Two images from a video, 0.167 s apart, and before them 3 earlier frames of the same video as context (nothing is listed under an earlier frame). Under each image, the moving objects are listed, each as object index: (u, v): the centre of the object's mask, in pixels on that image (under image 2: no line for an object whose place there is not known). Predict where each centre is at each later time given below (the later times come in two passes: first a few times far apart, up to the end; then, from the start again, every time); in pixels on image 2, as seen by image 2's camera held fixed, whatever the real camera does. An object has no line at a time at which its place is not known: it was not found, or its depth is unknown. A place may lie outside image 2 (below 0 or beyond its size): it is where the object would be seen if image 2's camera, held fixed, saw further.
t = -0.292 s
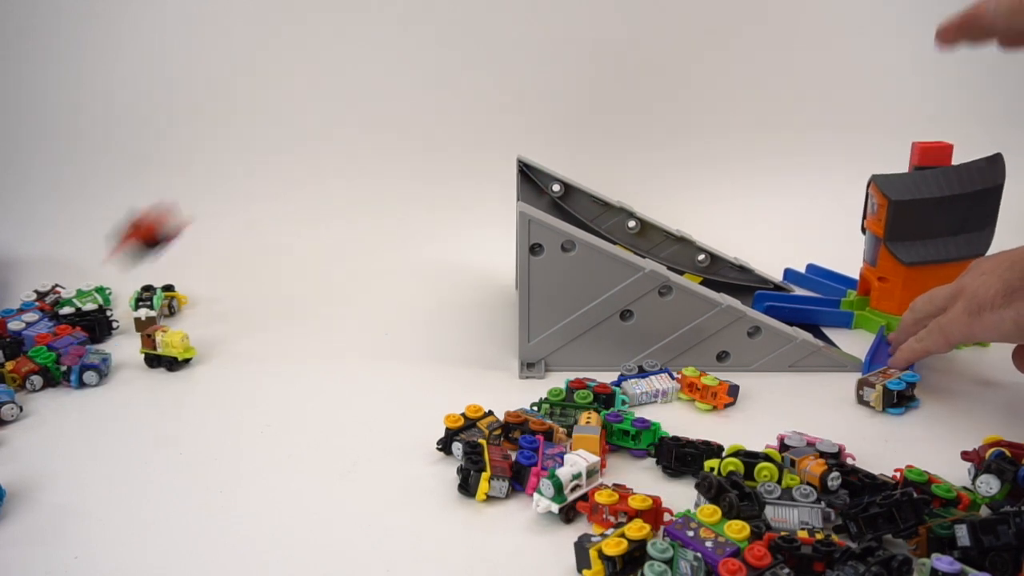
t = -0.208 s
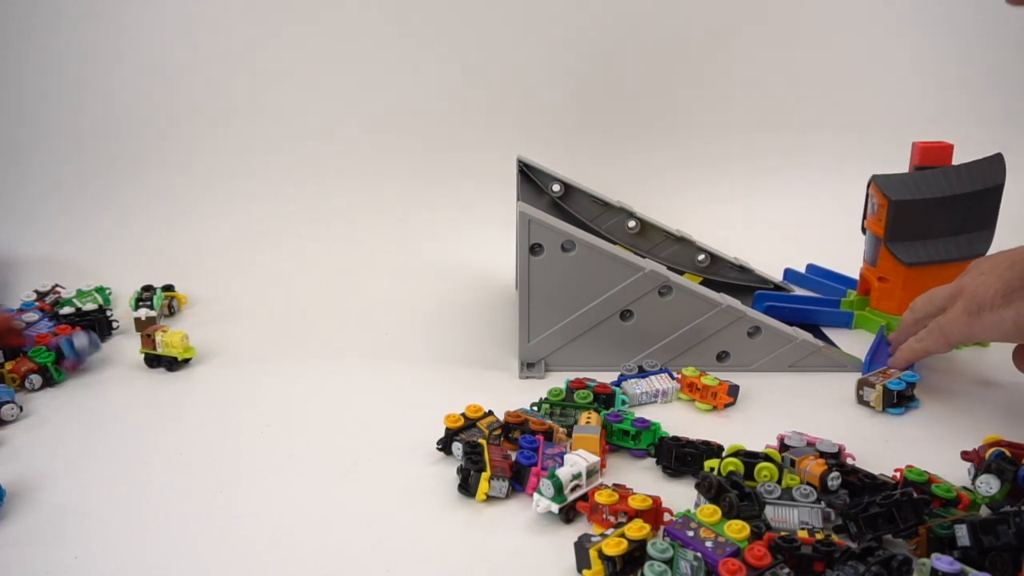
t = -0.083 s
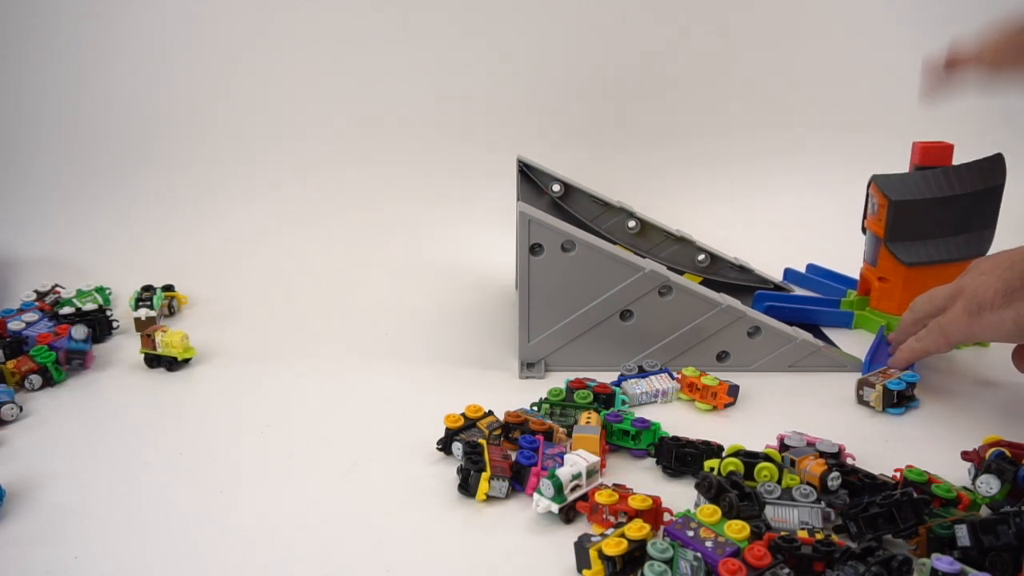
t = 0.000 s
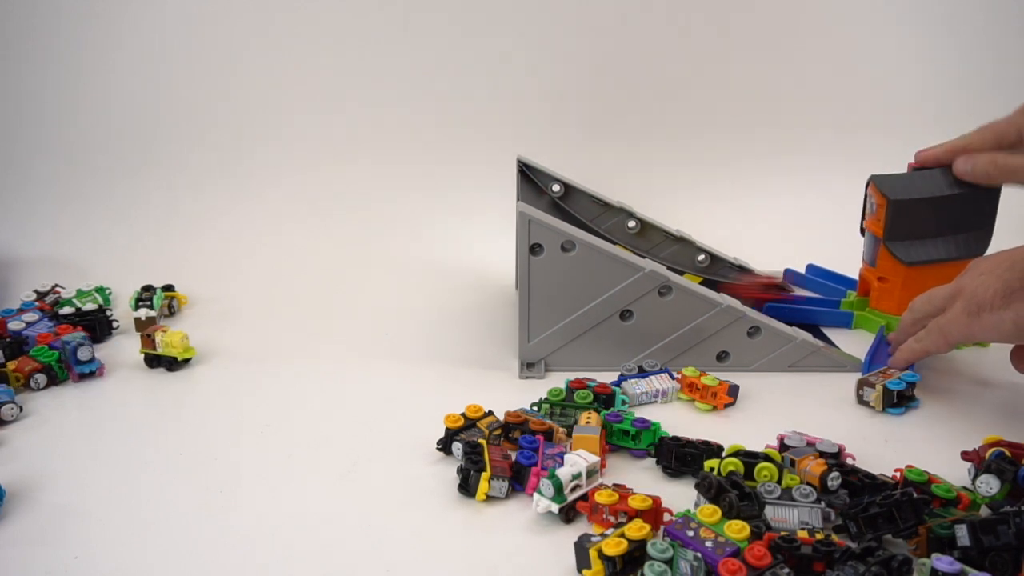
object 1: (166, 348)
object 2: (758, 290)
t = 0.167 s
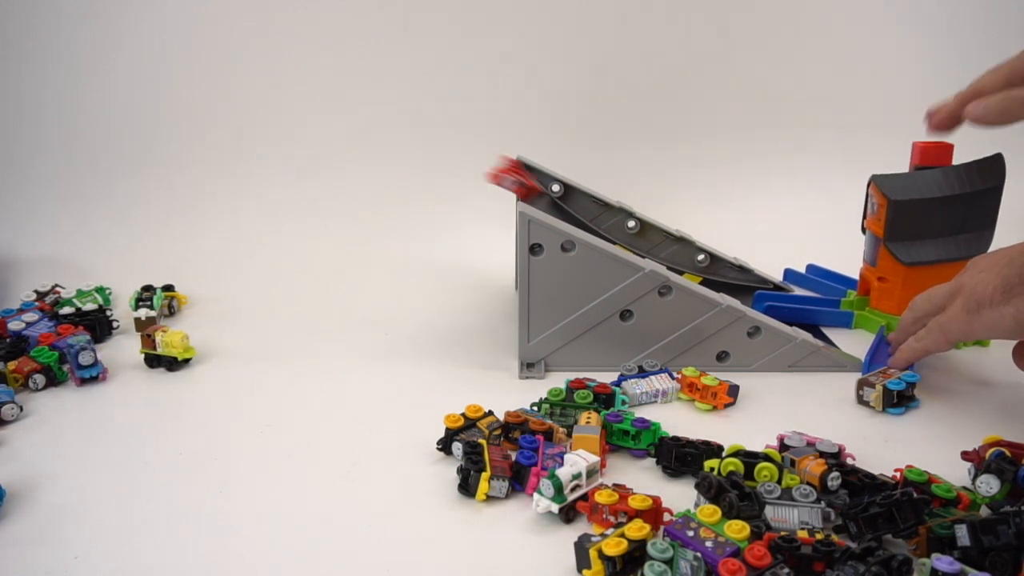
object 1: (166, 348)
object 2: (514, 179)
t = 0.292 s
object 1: (166, 348)
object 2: (393, 222)
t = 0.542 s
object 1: (164, 349)
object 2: (211, 342)
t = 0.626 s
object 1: (148, 349)
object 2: (188, 352)
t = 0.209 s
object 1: (166, 348)
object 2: (475, 171)
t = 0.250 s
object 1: (166, 348)
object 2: (434, 184)
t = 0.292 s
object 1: (166, 348)
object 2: (393, 222)
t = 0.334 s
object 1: (166, 348)
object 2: (355, 282)
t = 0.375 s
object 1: (165, 347)
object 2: (319, 335)
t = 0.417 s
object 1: (165, 348)
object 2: (288, 317)
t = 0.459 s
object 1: (165, 348)
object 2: (263, 320)
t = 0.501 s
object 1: (165, 348)
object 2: (237, 338)
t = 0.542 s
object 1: (164, 349)
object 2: (211, 342)
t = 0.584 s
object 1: (155, 349)
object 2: (200, 348)
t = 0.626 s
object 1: (148, 349)
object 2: (188, 352)
